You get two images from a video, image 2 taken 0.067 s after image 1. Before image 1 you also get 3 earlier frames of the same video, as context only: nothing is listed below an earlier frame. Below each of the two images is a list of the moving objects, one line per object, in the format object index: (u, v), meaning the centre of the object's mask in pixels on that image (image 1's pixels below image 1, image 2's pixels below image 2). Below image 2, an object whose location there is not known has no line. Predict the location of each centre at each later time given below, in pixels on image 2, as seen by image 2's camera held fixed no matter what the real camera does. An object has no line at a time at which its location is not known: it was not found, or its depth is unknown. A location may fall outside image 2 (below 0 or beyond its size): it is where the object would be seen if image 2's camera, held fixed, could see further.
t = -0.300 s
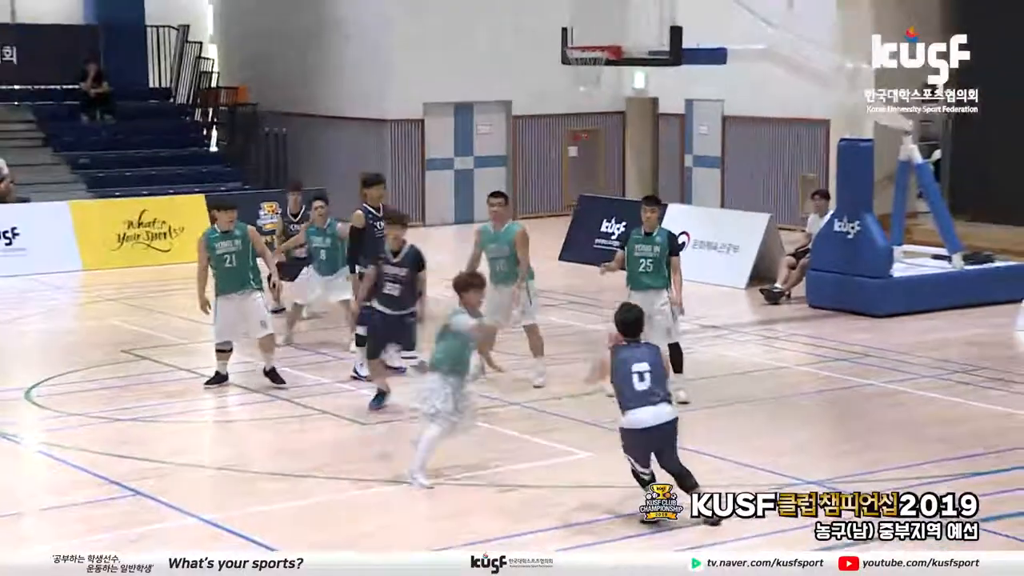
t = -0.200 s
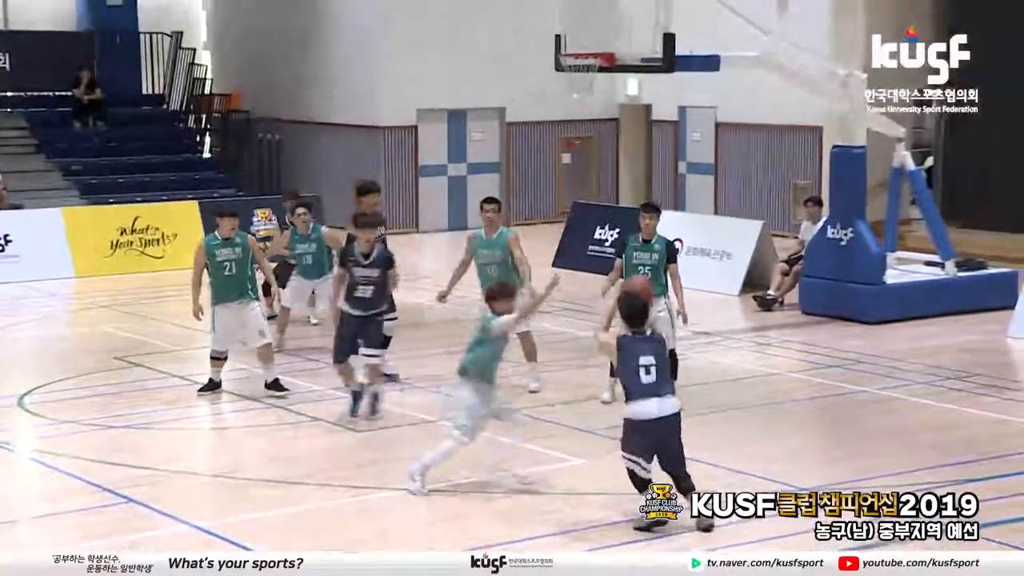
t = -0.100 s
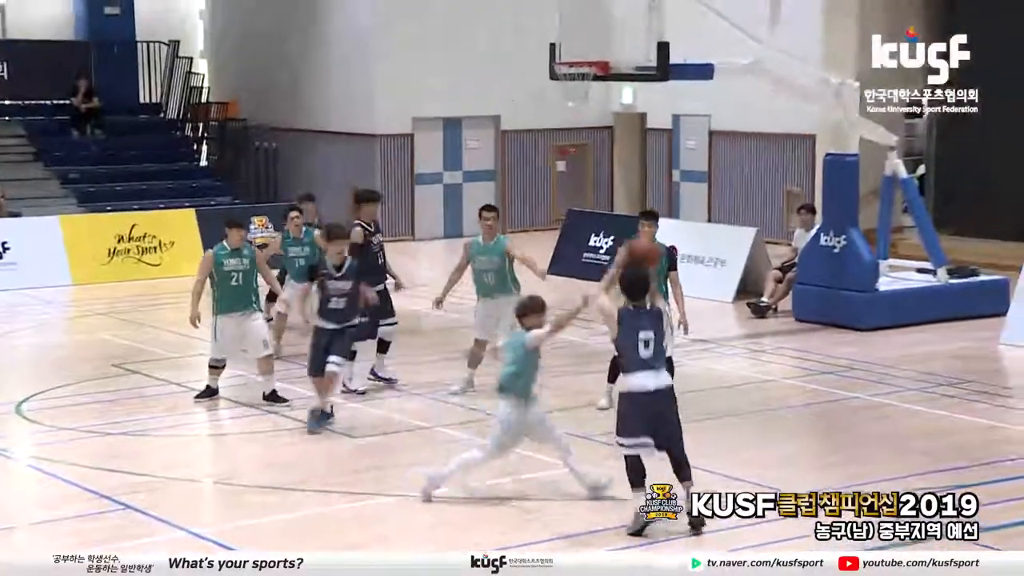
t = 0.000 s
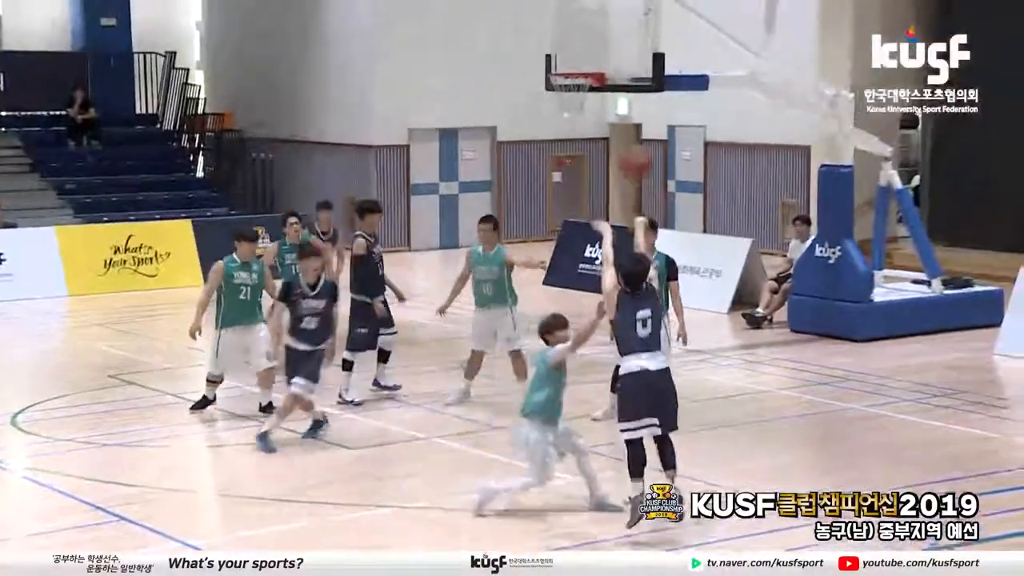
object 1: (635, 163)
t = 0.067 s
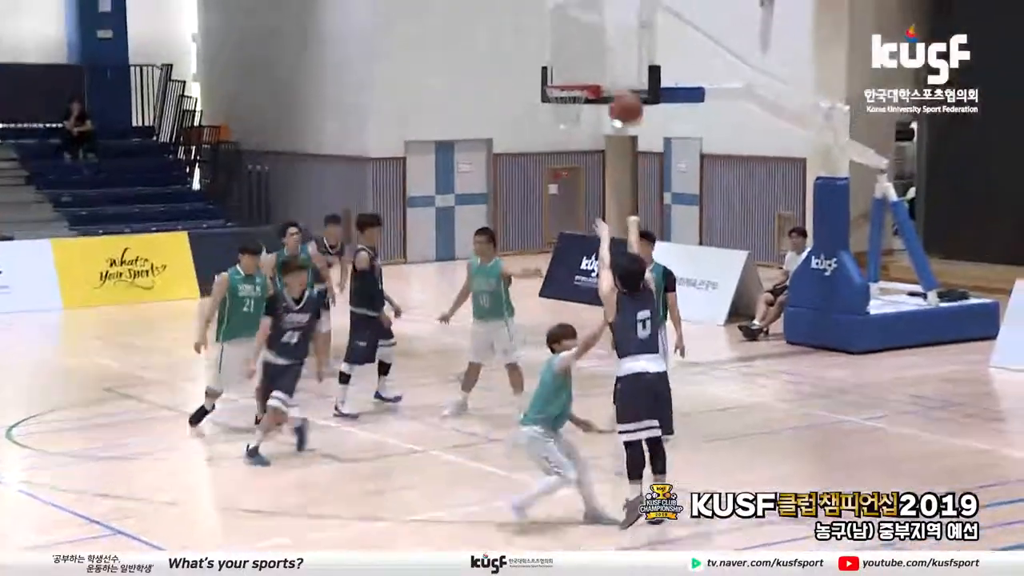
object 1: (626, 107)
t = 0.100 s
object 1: (622, 80)
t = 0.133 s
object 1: (619, 52)
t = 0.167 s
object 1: (616, 29)
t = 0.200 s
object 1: (612, 6)
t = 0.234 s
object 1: (609, -15)
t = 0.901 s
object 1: (561, -107)
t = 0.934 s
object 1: (558, -101)
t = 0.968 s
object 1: (554, -96)
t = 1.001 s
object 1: (550, -90)
